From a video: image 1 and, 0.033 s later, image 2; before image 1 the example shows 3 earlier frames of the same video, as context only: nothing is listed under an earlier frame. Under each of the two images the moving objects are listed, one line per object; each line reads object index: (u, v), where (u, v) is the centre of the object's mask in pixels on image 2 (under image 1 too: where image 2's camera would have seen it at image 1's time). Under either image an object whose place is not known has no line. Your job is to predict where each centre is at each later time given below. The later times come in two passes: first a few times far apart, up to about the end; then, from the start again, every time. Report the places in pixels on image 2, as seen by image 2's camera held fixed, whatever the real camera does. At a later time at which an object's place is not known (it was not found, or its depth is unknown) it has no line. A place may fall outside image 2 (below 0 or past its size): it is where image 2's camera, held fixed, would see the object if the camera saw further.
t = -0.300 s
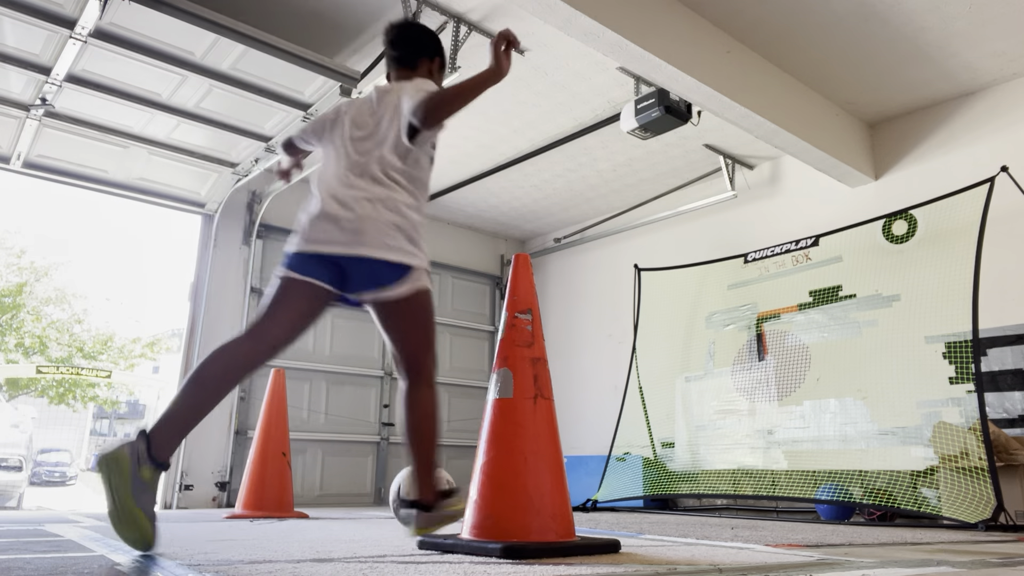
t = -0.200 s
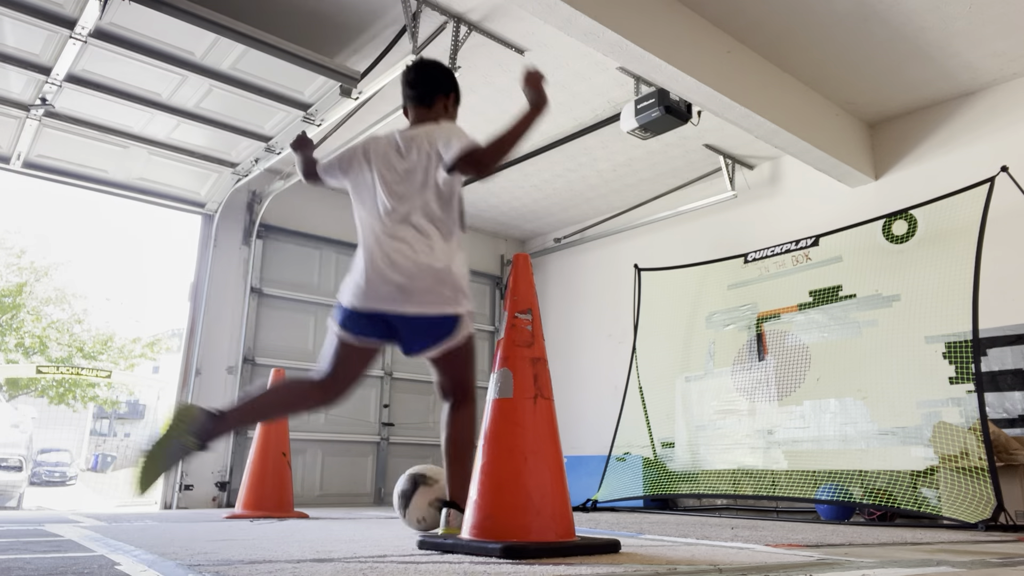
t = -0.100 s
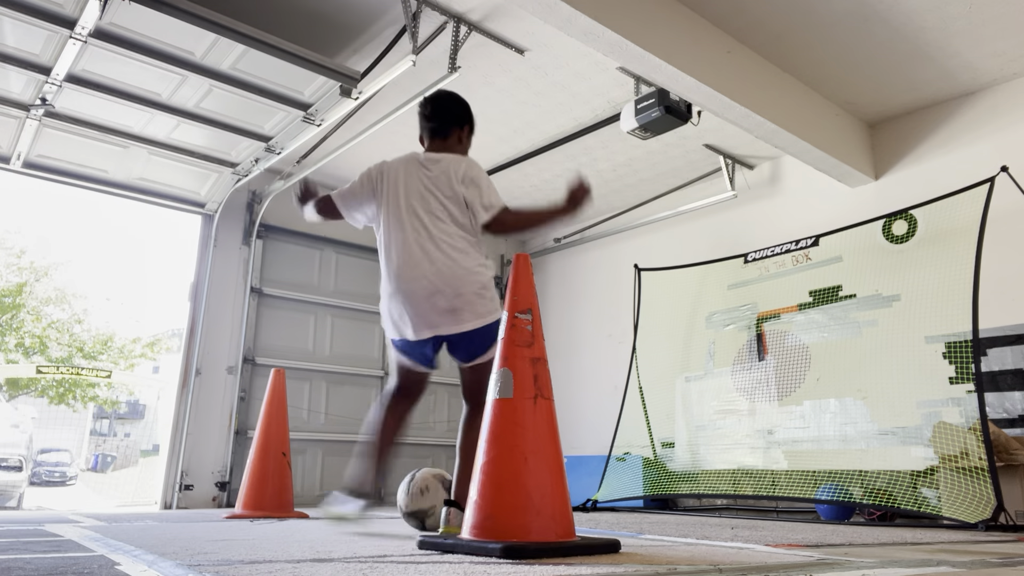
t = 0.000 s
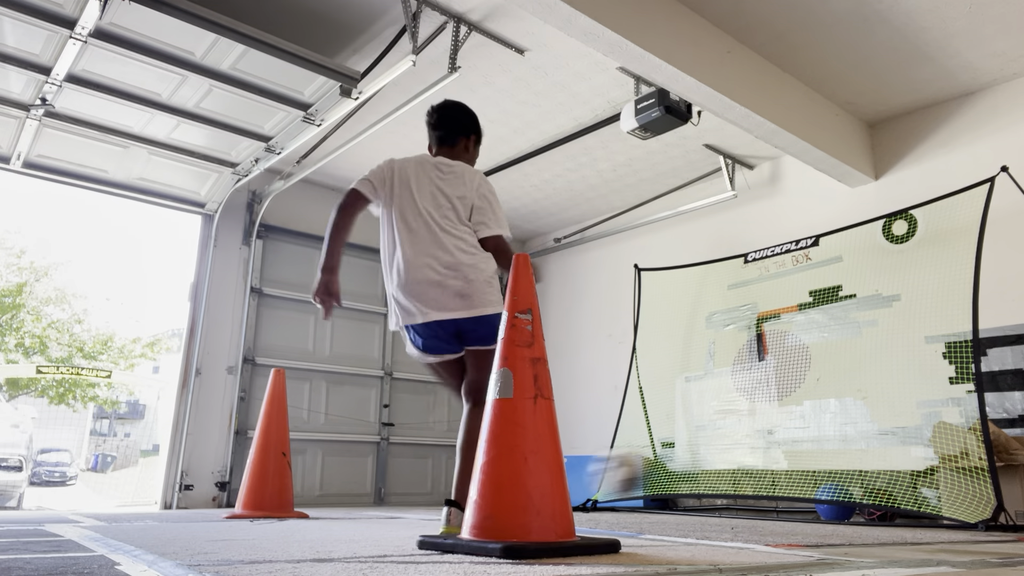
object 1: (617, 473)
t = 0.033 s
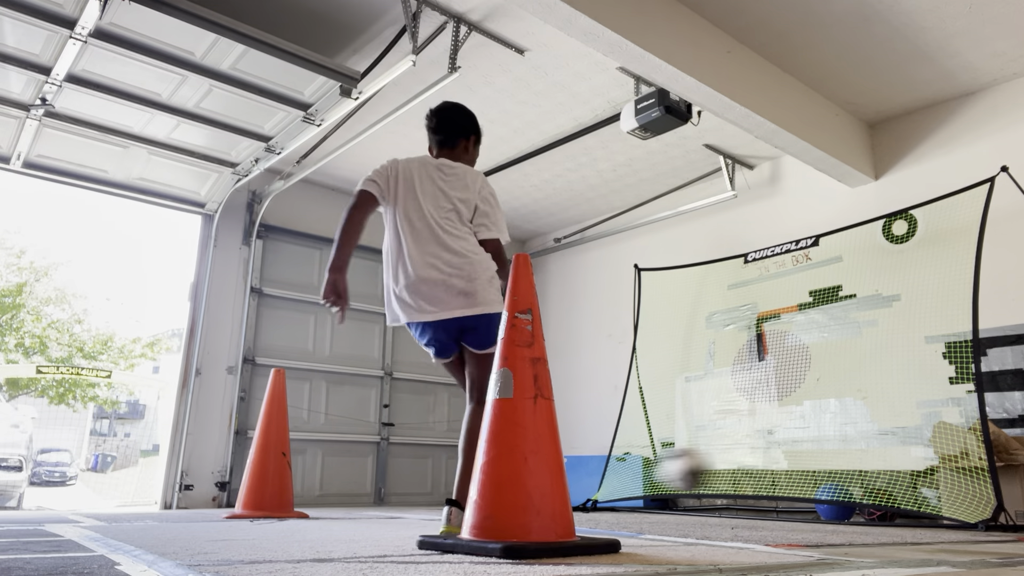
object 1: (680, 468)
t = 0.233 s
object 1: (859, 450)
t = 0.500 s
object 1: (740, 258)
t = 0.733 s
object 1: (621, 174)
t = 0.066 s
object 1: (735, 469)
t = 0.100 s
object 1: (784, 470)
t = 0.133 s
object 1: (828, 476)
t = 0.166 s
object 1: (847, 473)
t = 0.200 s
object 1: (854, 465)
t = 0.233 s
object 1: (859, 450)
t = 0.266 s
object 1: (853, 429)
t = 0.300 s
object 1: (840, 402)
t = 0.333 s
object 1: (823, 372)
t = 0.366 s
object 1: (807, 348)
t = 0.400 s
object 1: (790, 323)
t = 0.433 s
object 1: (772, 301)
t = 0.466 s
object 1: (758, 279)
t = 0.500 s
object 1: (740, 258)
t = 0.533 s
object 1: (723, 242)
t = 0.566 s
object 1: (707, 226)
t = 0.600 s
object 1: (690, 212)
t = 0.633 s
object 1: (672, 199)
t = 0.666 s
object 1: (656, 189)
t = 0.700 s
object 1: (639, 181)
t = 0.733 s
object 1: (621, 174)
